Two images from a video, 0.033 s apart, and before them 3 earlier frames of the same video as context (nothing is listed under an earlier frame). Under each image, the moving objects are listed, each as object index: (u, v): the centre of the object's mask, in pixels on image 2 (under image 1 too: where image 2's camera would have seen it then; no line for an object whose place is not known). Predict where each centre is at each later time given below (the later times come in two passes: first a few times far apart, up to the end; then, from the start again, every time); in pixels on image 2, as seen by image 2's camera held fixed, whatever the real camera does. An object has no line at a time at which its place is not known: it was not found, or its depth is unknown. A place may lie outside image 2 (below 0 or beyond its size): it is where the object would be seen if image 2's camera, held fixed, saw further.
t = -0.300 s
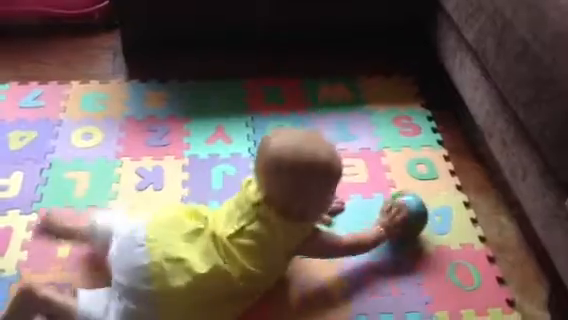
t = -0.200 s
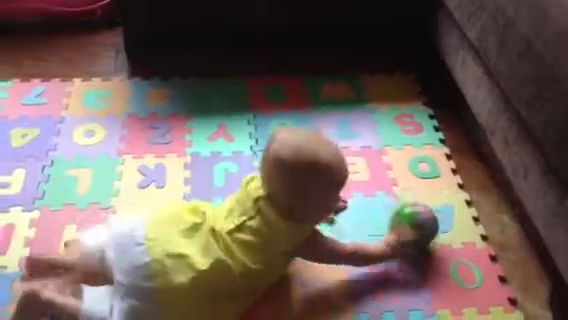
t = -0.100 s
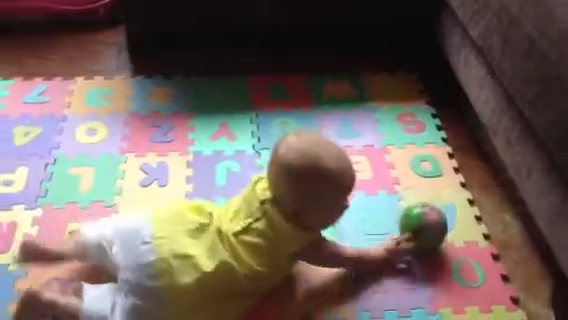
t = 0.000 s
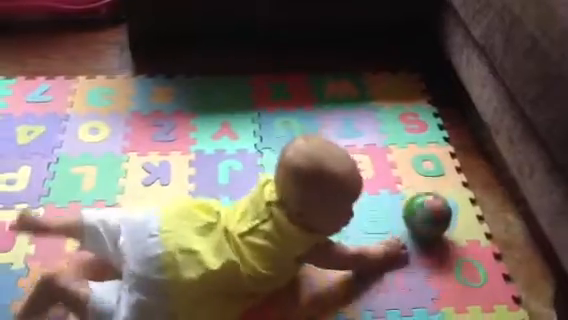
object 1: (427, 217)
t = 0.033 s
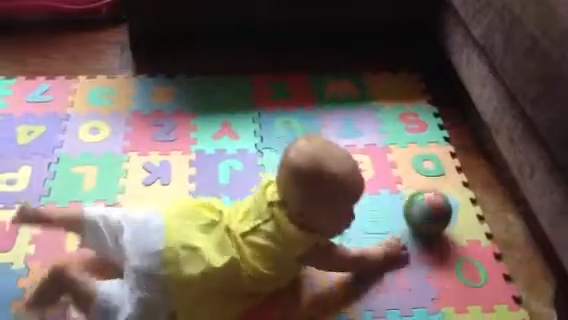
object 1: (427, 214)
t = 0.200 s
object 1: (428, 199)
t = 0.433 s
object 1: (426, 182)
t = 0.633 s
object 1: (423, 167)
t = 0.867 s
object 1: (413, 148)
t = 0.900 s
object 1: (410, 147)
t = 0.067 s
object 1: (428, 211)
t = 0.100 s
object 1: (428, 207)
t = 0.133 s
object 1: (429, 206)
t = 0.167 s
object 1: (428, 202)
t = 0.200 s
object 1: (428, 199)
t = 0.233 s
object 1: (428, 197)
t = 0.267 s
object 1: (428, 194)
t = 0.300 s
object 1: (428, 187)
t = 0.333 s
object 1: (427, 185)
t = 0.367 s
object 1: (427, 184)
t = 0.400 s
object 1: (427, 183)
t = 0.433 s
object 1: (426, 182)
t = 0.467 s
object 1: (426, 179)
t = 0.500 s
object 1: (425, 178)
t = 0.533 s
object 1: (425, 176)
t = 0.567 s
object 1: (424, 173)
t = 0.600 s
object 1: (423, 169)
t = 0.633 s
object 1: (423, 167)
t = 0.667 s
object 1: (422, 164)
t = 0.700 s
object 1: (421, 161)
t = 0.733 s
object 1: (420, 159)
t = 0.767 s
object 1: (419, 156)
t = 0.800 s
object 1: (417, 154)
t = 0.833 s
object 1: (415, 151)
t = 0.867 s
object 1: (413, 148)
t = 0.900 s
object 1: (410, 147)
